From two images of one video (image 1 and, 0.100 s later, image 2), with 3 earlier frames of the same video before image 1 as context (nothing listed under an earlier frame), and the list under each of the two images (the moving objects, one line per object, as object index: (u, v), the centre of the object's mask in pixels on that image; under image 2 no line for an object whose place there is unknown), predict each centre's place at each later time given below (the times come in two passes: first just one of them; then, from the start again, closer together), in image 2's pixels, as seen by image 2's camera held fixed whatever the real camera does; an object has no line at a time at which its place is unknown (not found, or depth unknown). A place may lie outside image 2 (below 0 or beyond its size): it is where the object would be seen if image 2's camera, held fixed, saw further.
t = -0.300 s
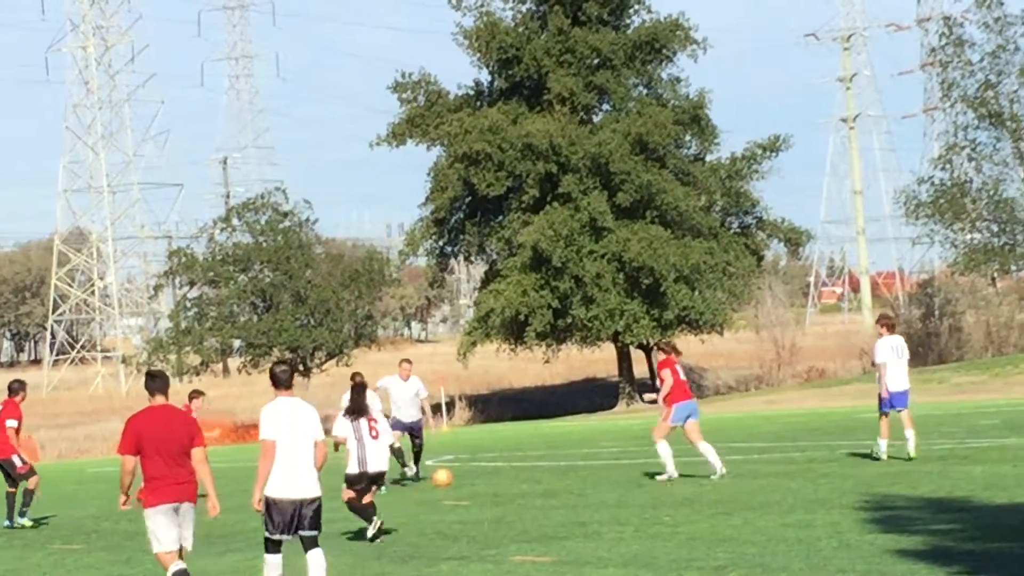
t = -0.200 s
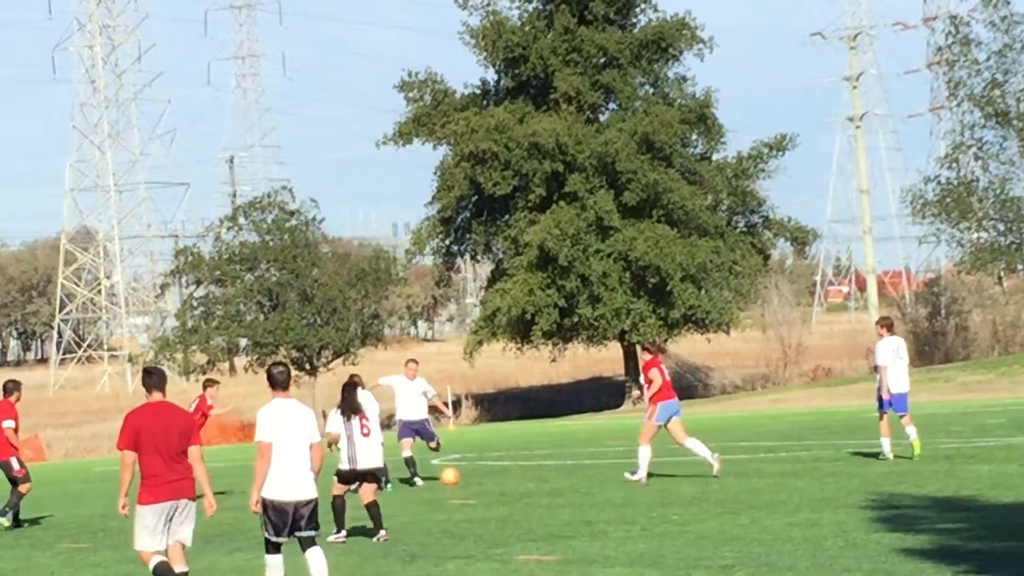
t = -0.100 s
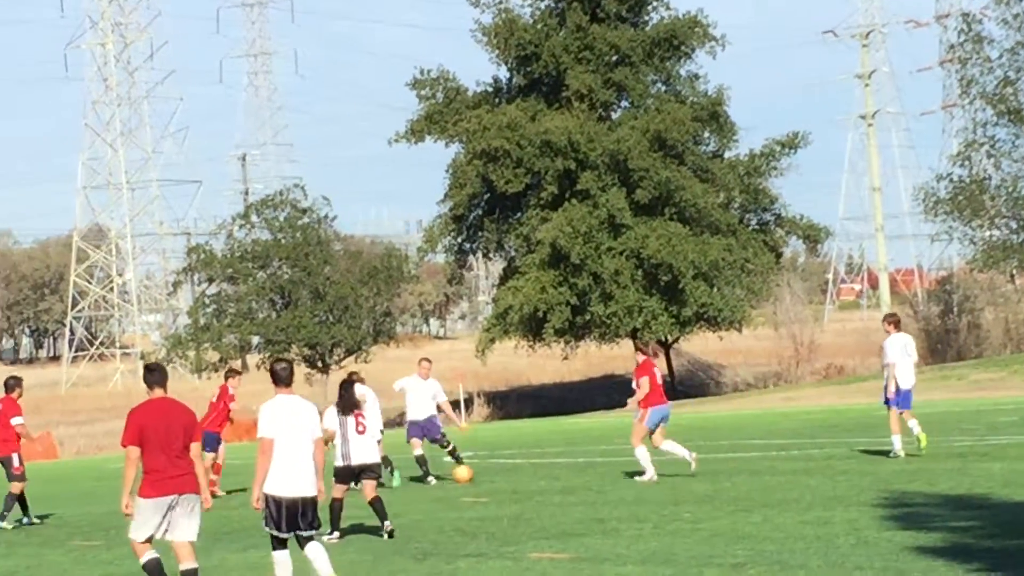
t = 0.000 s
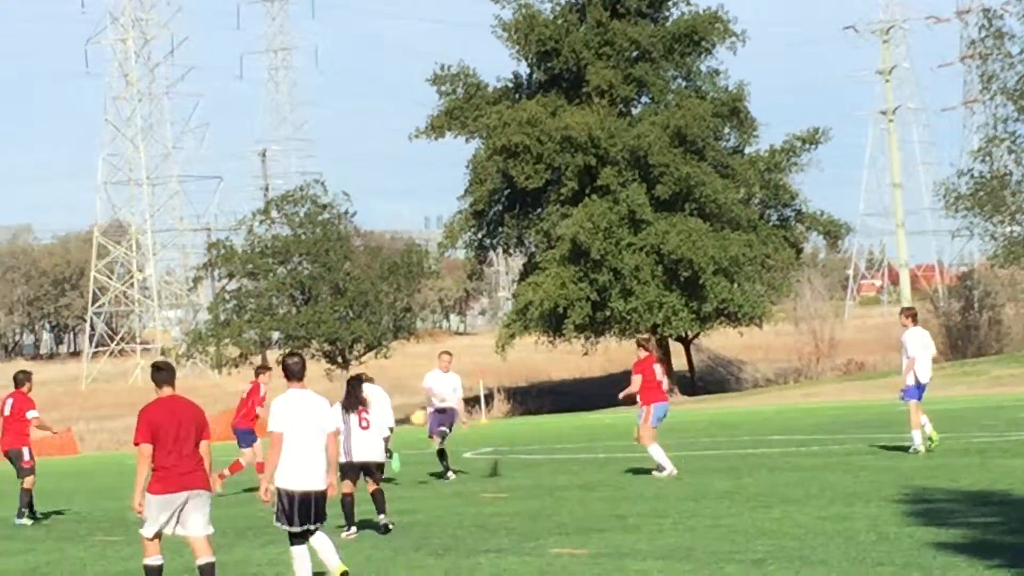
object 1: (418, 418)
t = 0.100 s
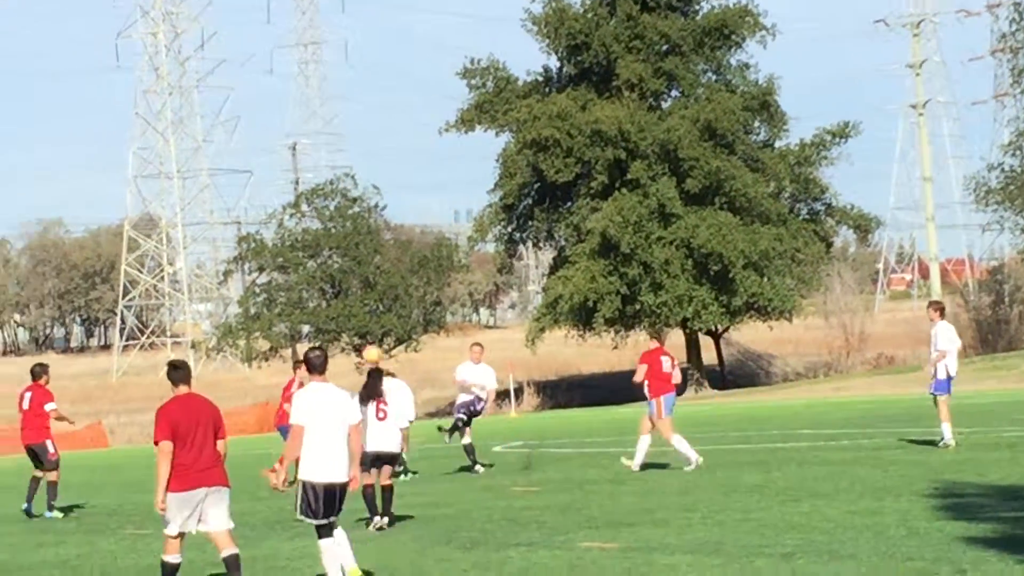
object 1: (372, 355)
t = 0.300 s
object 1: (194, 244)
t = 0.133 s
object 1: (345, 335)
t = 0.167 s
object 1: (316, 316)
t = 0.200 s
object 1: (287, 297)
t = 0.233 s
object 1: (256, 278)
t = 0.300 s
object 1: (194, 244)
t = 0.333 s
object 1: (160, 224)
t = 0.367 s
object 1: (126, 206)
